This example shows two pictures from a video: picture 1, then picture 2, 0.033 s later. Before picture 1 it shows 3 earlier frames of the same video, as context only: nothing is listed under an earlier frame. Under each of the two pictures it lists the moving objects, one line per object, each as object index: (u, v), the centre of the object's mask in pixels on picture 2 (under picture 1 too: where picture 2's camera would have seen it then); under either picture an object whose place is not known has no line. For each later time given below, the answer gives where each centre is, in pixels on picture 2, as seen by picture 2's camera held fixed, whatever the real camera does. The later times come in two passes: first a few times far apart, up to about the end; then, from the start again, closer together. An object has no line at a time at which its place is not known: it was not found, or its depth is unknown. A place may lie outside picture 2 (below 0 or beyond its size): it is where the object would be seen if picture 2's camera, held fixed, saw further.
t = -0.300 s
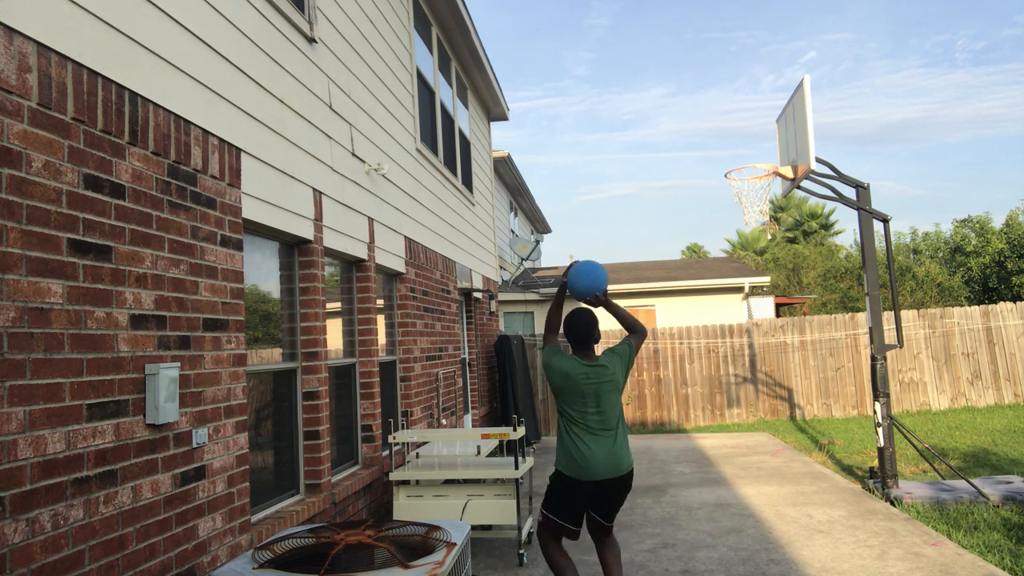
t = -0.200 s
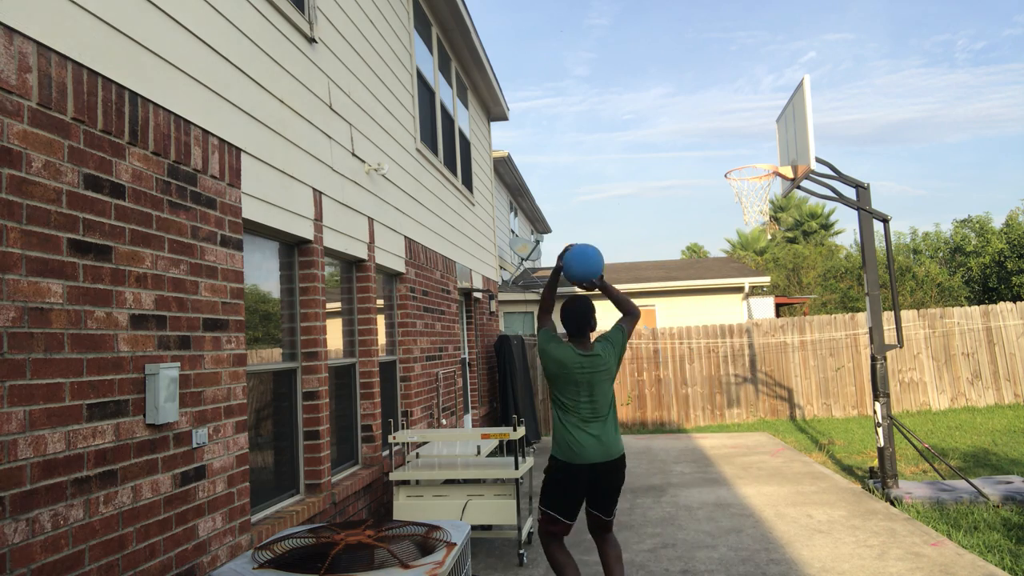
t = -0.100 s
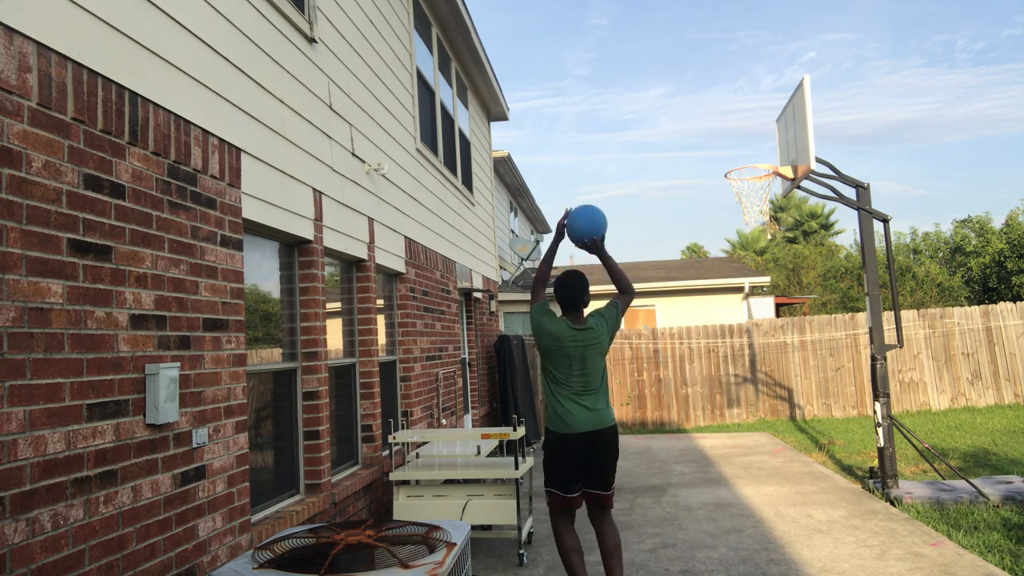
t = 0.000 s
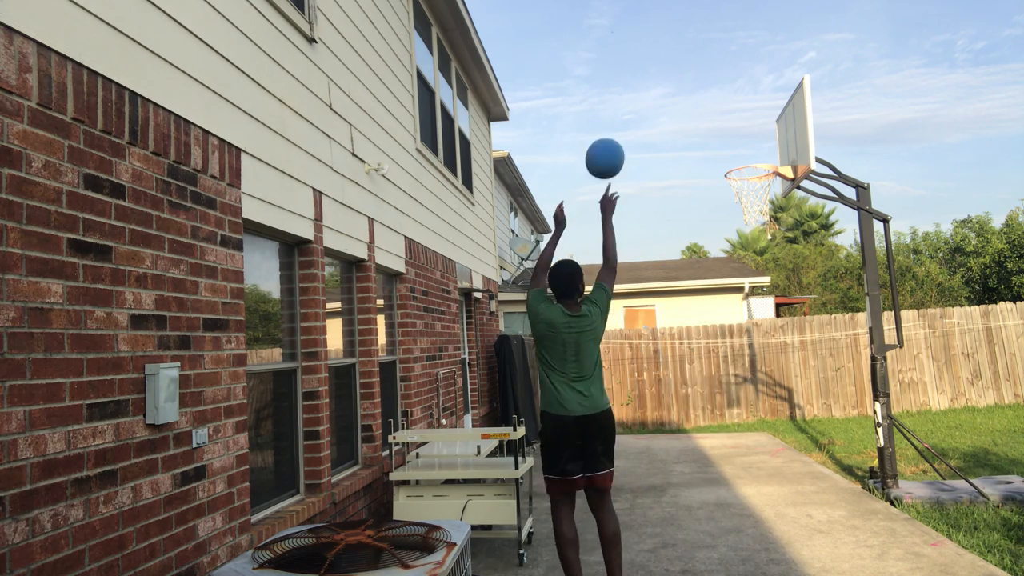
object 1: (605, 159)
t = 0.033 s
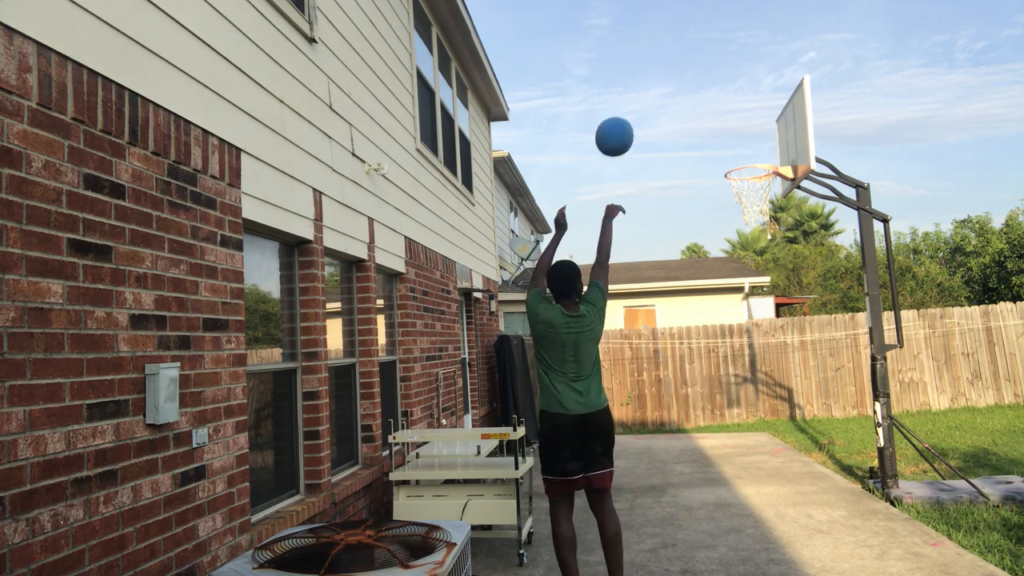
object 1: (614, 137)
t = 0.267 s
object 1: (670, 61)
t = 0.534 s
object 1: (720, 77)
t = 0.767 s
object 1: (756, 148)
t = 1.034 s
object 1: (740, 192)
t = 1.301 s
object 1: (760, 210)
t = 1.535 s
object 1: (787, 279)
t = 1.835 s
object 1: (828, 458)
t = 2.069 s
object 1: (840, 381)
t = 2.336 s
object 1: (849, 283)
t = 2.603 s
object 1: (863, 274)
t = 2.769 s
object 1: (875, 308)
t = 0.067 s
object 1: (623, 118)
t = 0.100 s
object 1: (632, 103)
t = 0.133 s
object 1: (640, 90)
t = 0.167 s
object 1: (648, 79)
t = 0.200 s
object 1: (656, 71)
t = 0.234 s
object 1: (663, 65)
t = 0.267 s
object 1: (670, 61)
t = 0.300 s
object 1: (677, 57)
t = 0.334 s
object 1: (684, 56)
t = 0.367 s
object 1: (690, 56)
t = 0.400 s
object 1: (696, 58)
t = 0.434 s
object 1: (702, 61)
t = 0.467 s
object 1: (708, 65)
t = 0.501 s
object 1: (714, 71)
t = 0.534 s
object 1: (720, 77)
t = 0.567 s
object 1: (725, 85)
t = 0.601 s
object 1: (731, 93)
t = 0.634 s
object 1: (736, 103)
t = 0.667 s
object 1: (741, 113)
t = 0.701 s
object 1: (746, 124)
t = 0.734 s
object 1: (751, 136)
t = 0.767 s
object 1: (756, 148)
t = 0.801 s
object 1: (760, 156)
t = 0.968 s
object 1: (742, 185)
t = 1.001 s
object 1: (740, 189)
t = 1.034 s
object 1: (740, 192)
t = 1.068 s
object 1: (741, 196)
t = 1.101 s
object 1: (742, 197)
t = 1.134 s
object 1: (745, 197)
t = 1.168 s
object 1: (748, 198)
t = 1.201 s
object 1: (751, 200)
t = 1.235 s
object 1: (754, 204)
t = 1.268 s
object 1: (757, 207)
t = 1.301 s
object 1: (760, 210)
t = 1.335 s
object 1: (764, 216)
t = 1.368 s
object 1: (767, 224)
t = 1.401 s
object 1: (771, 232)
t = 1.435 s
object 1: (775, 242)
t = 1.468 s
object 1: (778, 253)
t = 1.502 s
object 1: (782, 266)
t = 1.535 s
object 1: (787, 279)
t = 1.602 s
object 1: (795, 310)
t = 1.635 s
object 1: (799, 327)
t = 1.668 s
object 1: (804, 346)
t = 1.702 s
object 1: (808, 366)
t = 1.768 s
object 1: (818, 410)
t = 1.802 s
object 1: (824, 433)
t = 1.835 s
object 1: (828, 458)
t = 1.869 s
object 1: (833, 484)
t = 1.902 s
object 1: (837, 491)
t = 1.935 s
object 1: (837, 466)
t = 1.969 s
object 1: (838, 442)
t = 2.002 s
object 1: (838, 420)
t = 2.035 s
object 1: (839, 400)
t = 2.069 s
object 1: (840, 381)
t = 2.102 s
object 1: (840, 364)
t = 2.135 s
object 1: (841, 348)
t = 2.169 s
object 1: (842, 333)
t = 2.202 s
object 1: (843, 321)
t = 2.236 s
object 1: (845, 309)
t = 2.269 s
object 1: (846, 300)
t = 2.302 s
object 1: (848, 291)
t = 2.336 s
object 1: (849, 283)
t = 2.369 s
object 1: (850, 278)
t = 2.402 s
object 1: (852, 274)
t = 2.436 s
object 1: (854, 271)
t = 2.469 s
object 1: (855, 269)
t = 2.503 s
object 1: (857, 268)
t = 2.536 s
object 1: (859, 269)
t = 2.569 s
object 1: (861, 271)
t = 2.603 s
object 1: (863, 274)
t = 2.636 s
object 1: (865, 279)
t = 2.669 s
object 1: (868, 284)
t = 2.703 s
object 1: (870, 291)
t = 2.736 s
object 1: (873, 299)
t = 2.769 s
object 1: (875, 308)
